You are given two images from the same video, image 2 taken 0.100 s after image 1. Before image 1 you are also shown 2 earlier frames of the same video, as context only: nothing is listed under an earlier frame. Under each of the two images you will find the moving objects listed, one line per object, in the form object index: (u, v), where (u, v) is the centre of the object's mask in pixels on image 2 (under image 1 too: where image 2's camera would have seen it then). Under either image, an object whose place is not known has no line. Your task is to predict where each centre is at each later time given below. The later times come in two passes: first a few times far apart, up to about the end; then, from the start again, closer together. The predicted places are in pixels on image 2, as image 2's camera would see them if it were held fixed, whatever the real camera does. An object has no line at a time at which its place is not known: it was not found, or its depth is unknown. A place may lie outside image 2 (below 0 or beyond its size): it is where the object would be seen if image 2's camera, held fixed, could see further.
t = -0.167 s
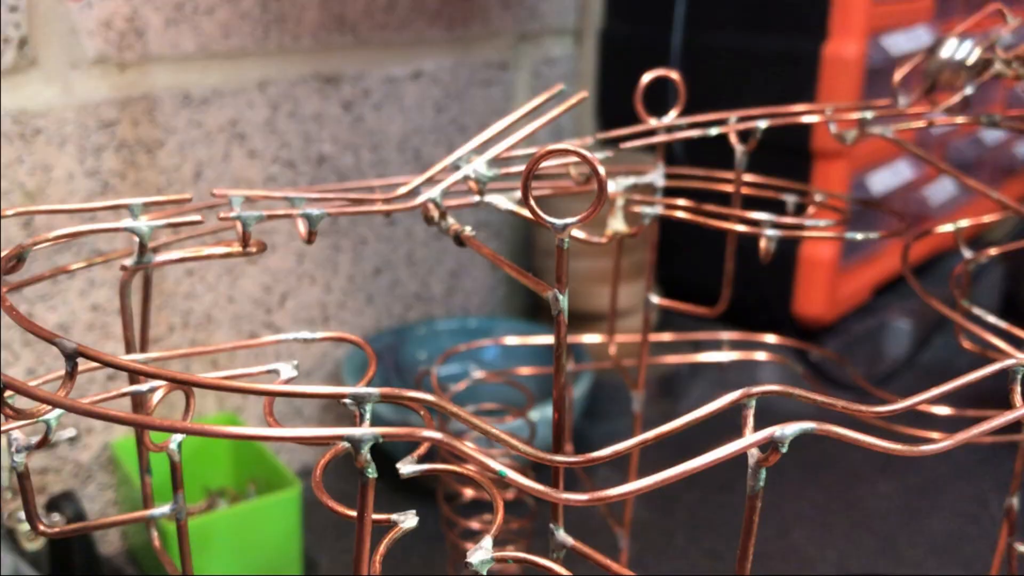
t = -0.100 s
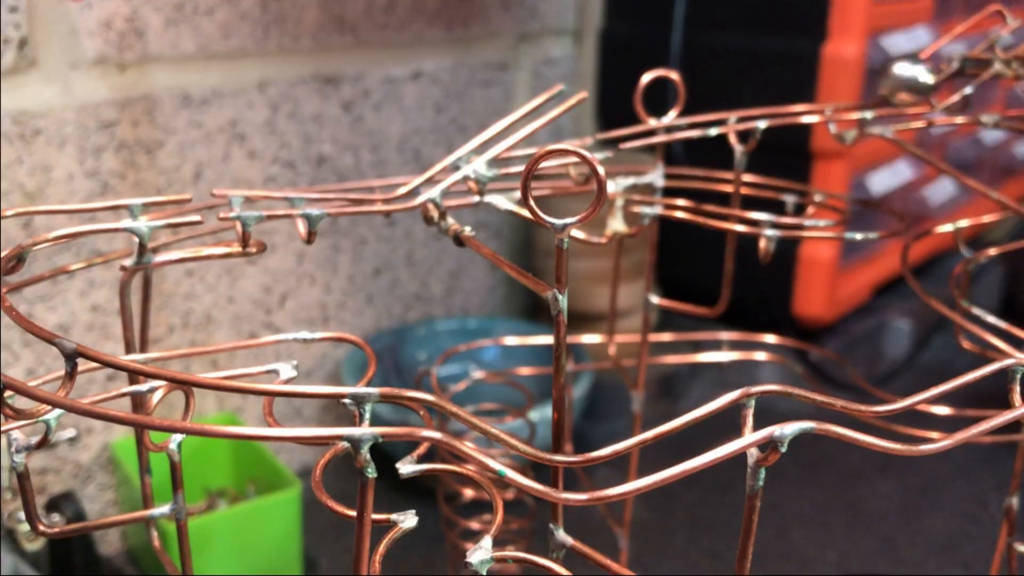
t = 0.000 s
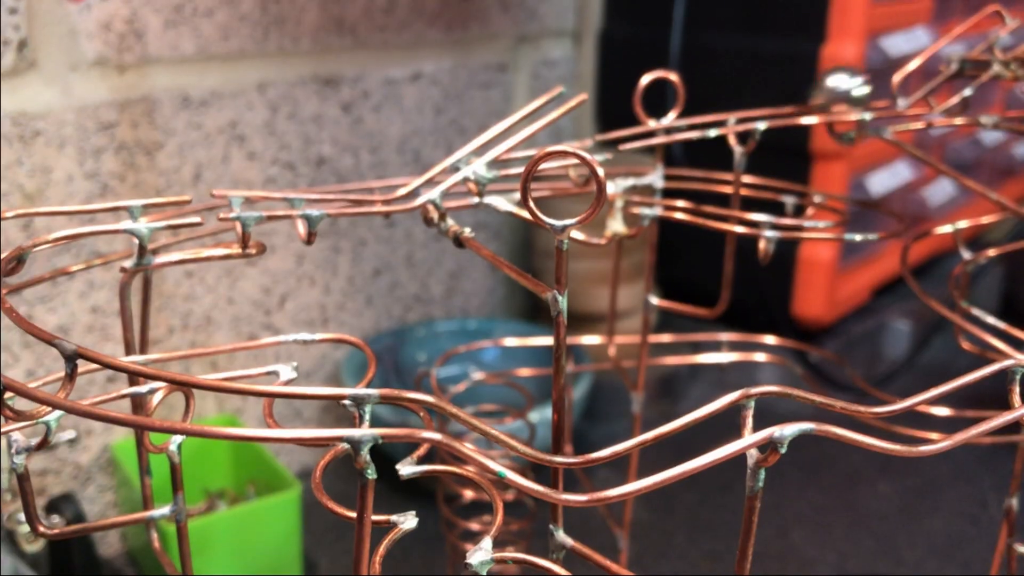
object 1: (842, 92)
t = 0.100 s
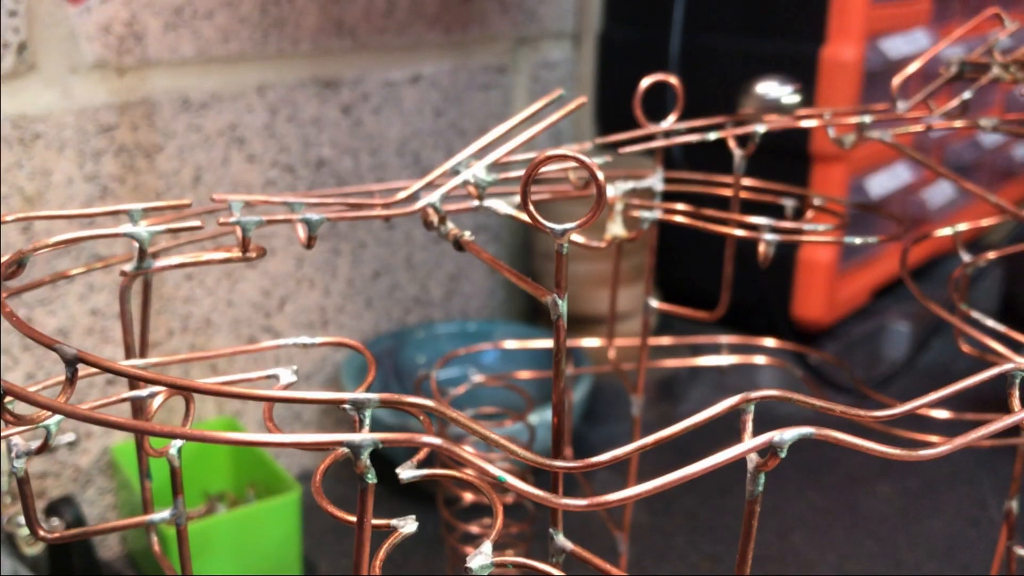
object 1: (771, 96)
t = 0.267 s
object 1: (629, 119)
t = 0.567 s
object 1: (715, 198)
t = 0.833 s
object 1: (876, 209)
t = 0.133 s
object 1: (746, 99)
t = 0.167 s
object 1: (720, 102)
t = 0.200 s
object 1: (693, 105)
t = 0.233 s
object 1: (661, 113)
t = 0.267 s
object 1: (629, 119)
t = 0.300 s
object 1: (601, 129)
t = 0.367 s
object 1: (594, 179)
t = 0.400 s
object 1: (620, 184)
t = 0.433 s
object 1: (633, 187)
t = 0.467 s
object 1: (646, 189)
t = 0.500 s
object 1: (677, 190)
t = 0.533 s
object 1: (695, 193)
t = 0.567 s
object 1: (715, 198)
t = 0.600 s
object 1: (735, 202)
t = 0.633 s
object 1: (761, 204)
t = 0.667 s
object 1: (784, 205)
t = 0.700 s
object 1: (809, 208)
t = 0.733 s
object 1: (829, 209)
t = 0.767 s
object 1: (854, 210)
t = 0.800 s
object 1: (868, 211)
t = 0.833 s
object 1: (876, 209)
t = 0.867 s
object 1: (876, 206)
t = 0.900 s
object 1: (867, 201)
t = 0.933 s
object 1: (849, 195)
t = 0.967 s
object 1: (828, 187)
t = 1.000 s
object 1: (802, 179)
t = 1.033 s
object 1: (774, 173)
